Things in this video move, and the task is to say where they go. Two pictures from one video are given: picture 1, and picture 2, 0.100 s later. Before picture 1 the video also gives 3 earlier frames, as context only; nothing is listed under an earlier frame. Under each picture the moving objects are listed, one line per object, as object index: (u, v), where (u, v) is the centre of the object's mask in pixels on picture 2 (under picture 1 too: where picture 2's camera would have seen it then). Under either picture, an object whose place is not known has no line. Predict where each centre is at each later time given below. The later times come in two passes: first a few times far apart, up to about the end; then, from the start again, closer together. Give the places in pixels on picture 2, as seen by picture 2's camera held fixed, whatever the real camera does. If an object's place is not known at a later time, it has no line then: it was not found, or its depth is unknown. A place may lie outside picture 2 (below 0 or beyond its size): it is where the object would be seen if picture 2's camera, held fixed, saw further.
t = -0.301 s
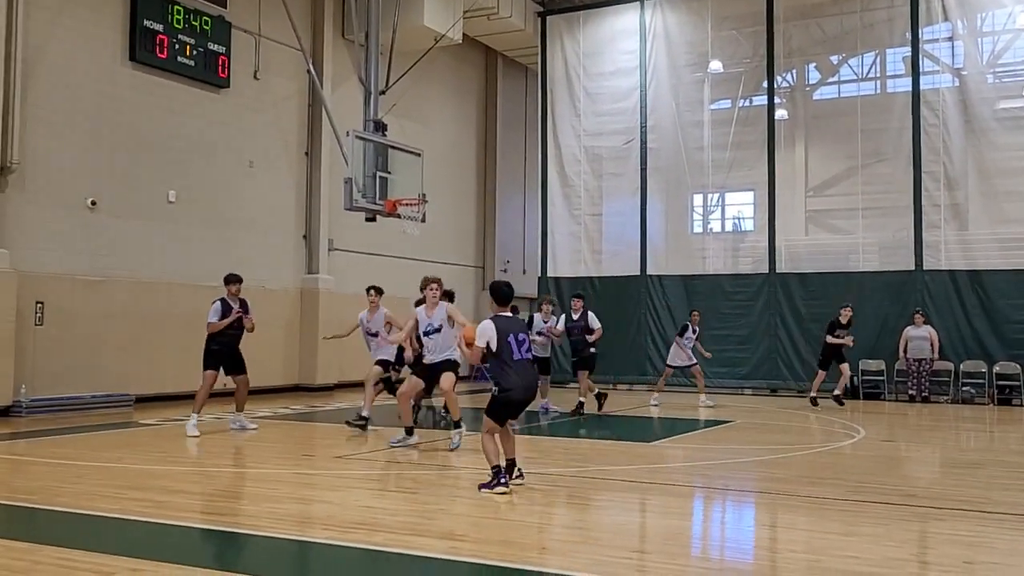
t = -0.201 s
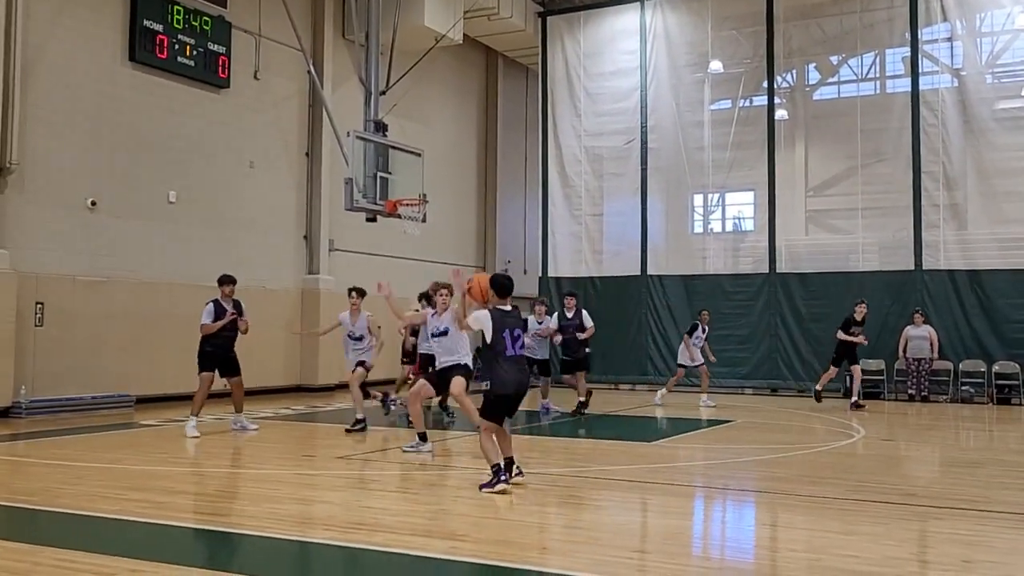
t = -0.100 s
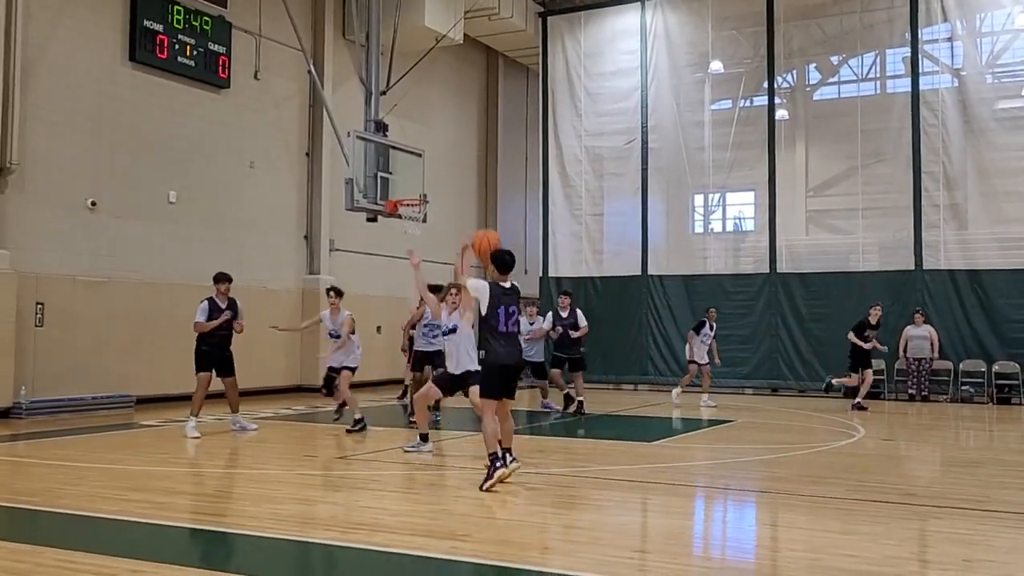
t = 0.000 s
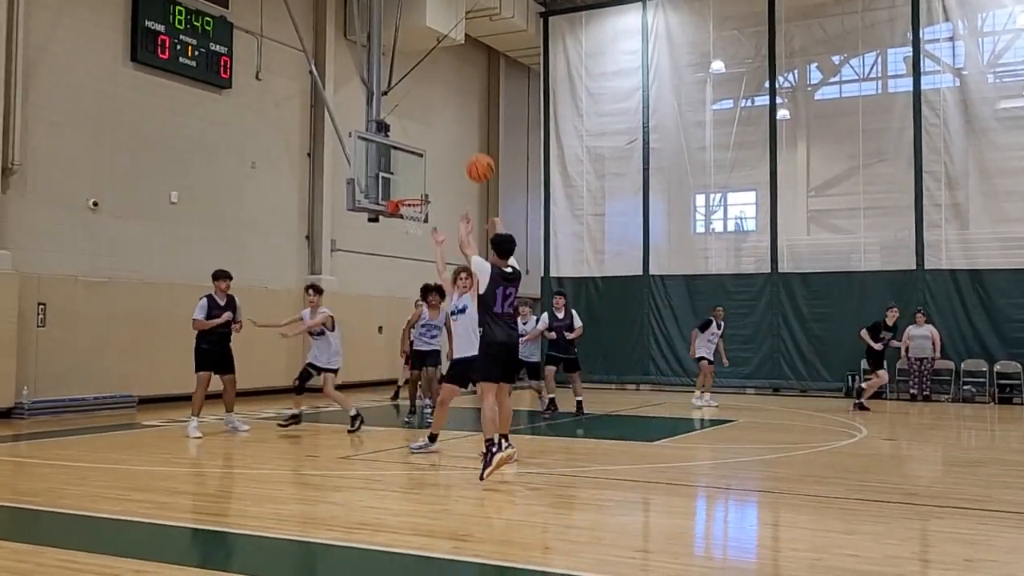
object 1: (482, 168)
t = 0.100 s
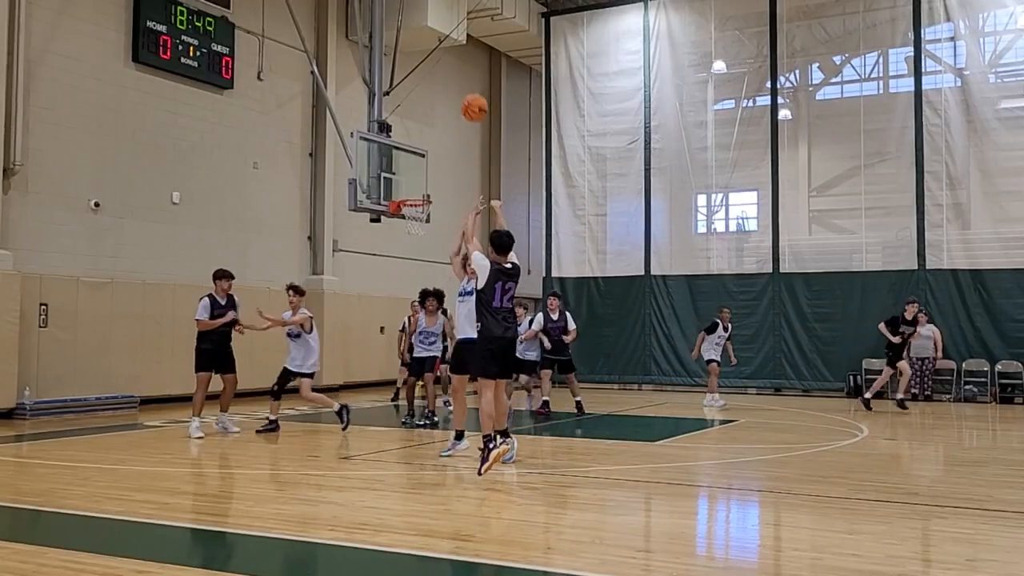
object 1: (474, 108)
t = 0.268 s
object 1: (464, 43)
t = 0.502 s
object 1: (450, 12)
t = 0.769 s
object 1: (436, 35)
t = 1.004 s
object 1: (427, 94)
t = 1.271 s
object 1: (417, 193)
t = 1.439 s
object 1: (412, 227)
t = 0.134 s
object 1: (472, 91)
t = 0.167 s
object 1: (470, 76)
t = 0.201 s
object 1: (468, 63)
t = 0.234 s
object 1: (466, 52)
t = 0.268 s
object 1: (464, 43)
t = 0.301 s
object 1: (461, 35)
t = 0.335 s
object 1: (459, 28)
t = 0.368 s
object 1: (458, 23)
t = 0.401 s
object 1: (456, 19)
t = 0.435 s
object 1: (454, 15)
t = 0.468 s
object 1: (452, 13)
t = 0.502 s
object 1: (450, 12)
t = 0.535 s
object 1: (448, 12)
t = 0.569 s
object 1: (447, 12)
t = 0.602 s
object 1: (444, 14)
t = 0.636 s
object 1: (443, 16)
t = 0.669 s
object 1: (441, 20)
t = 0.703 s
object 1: (440, 24)
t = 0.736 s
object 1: (438, 29)
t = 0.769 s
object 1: (436, 35)
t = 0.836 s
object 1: (433, 48)
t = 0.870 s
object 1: (431, 56)
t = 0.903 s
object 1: (431, 64)
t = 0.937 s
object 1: (429, 73)
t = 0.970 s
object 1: (428, 84)
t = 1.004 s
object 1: (427, 94)
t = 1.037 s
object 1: (425, 105)
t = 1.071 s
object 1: (423, 117)
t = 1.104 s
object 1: (422, 128)
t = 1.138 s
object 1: (421, 140)
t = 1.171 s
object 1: (420, 153)
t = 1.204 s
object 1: (419, 167)
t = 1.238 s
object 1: (418, 180)
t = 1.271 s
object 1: (417, 193)
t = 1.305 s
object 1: (415, 210)
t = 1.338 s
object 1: (414, 216)
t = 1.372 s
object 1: (414, 220)
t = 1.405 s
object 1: (413, 223)
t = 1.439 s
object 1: (412, 227)
